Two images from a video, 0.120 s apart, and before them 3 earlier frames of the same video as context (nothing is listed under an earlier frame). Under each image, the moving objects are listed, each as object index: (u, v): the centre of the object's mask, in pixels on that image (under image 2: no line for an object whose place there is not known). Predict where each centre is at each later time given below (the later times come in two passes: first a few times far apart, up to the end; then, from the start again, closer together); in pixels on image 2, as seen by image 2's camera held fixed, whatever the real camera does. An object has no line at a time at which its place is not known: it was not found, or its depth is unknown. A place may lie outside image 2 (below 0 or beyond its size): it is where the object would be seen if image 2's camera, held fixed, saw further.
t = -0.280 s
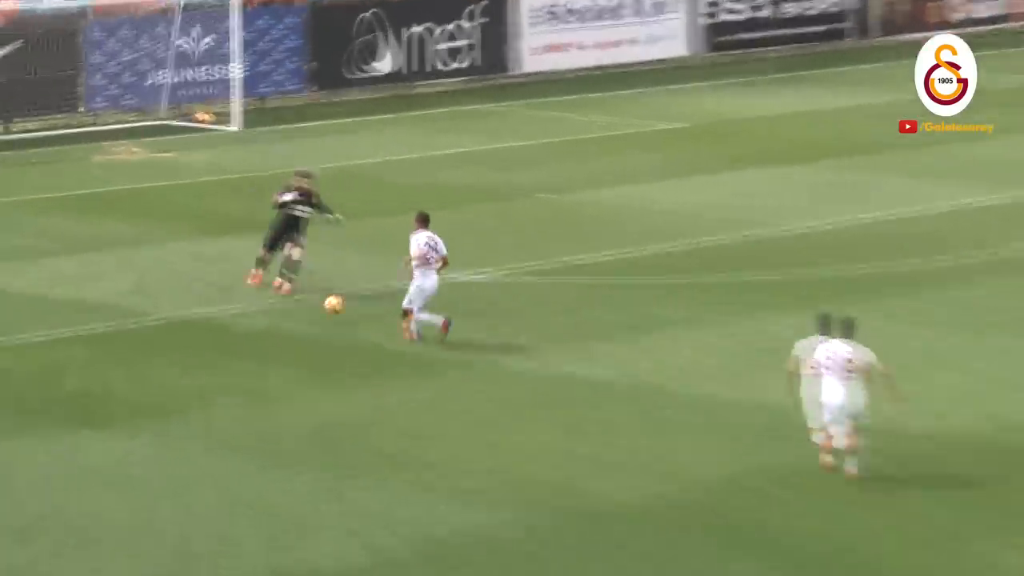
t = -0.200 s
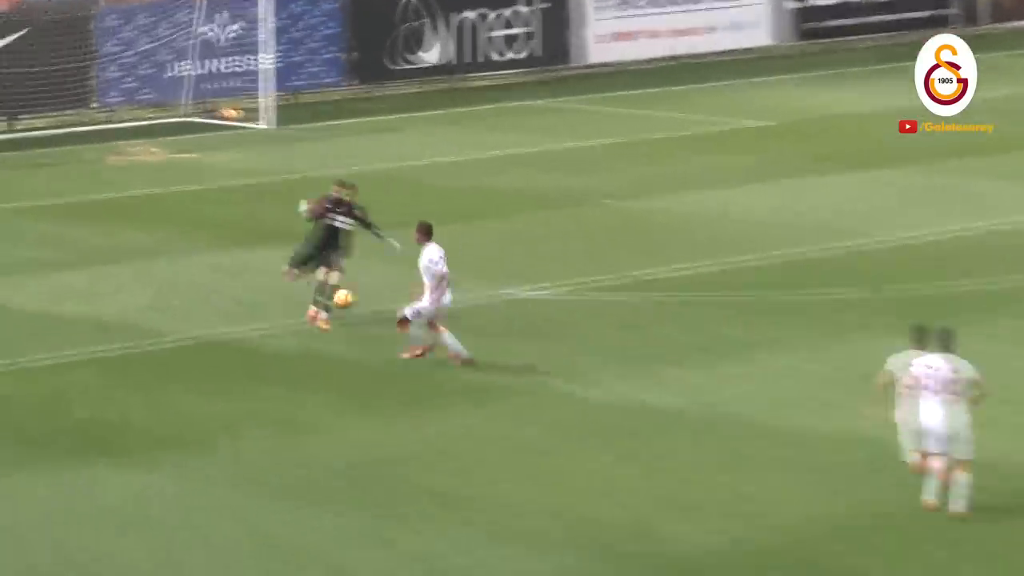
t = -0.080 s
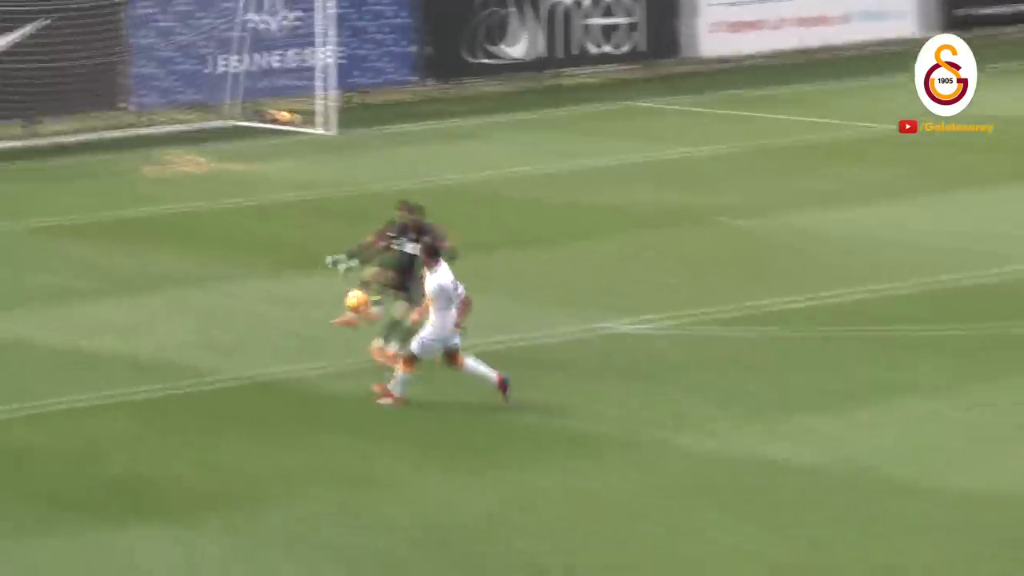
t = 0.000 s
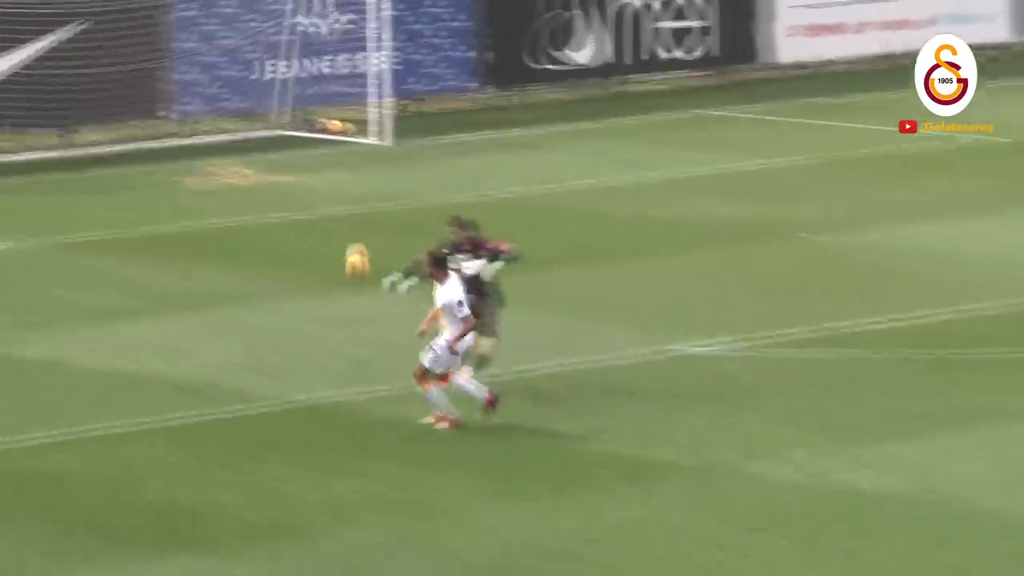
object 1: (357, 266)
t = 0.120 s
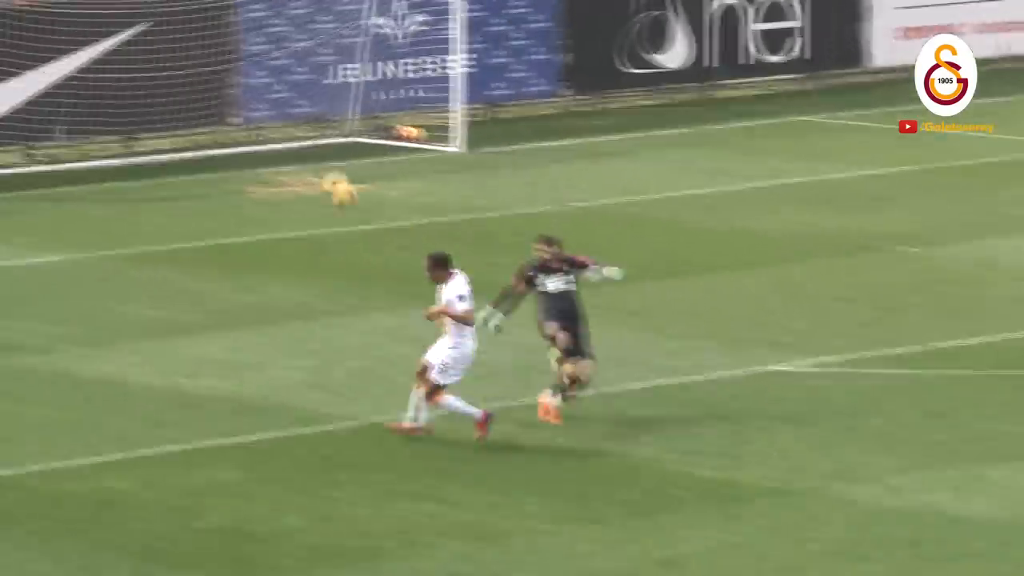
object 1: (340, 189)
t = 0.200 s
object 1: (289, 145)
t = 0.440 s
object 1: (100, 49)
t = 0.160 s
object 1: (312, 165)
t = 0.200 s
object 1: (289, 145)
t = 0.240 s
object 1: (254, 121)
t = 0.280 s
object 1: (223, 103)
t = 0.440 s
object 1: (100, 49)
